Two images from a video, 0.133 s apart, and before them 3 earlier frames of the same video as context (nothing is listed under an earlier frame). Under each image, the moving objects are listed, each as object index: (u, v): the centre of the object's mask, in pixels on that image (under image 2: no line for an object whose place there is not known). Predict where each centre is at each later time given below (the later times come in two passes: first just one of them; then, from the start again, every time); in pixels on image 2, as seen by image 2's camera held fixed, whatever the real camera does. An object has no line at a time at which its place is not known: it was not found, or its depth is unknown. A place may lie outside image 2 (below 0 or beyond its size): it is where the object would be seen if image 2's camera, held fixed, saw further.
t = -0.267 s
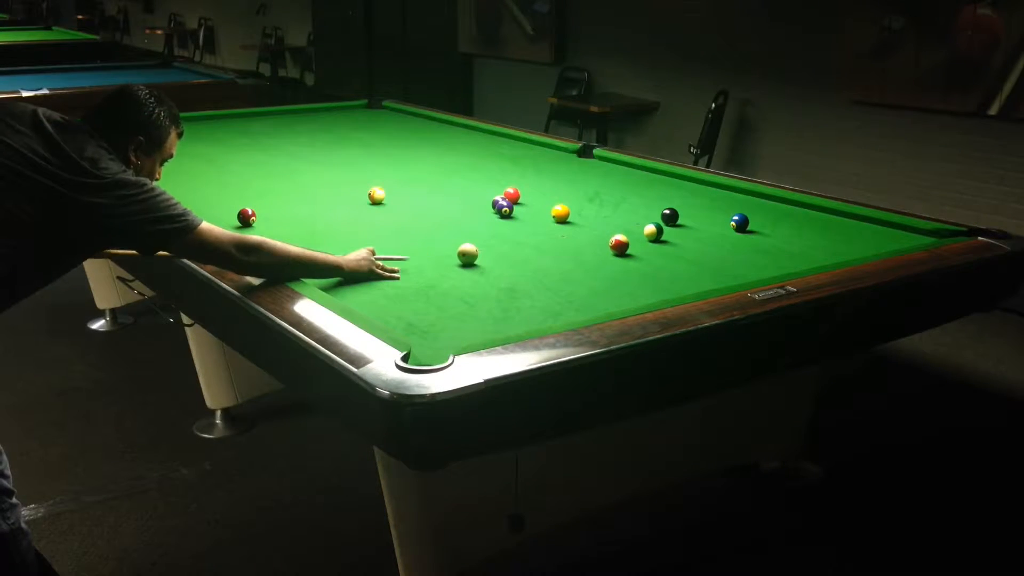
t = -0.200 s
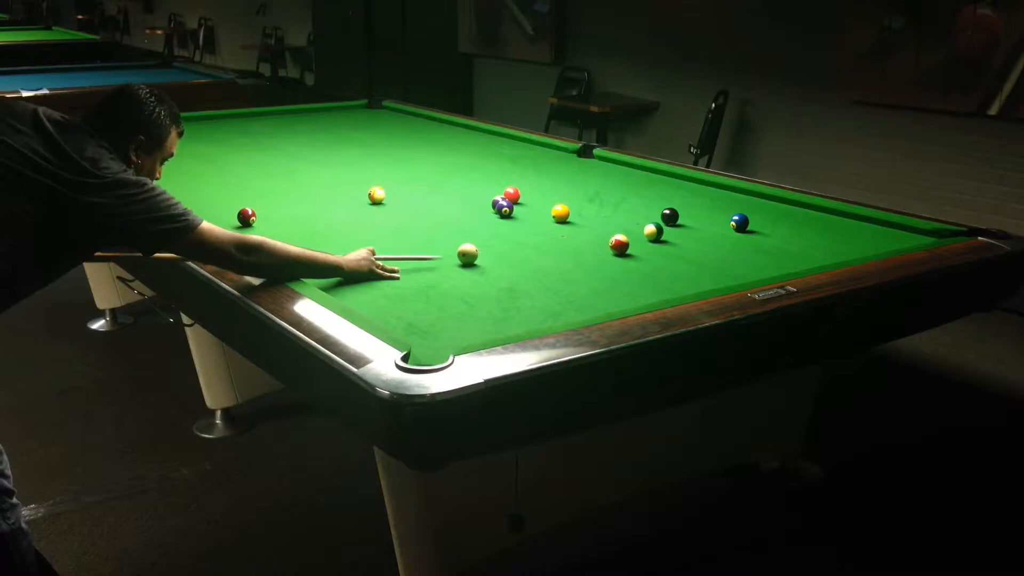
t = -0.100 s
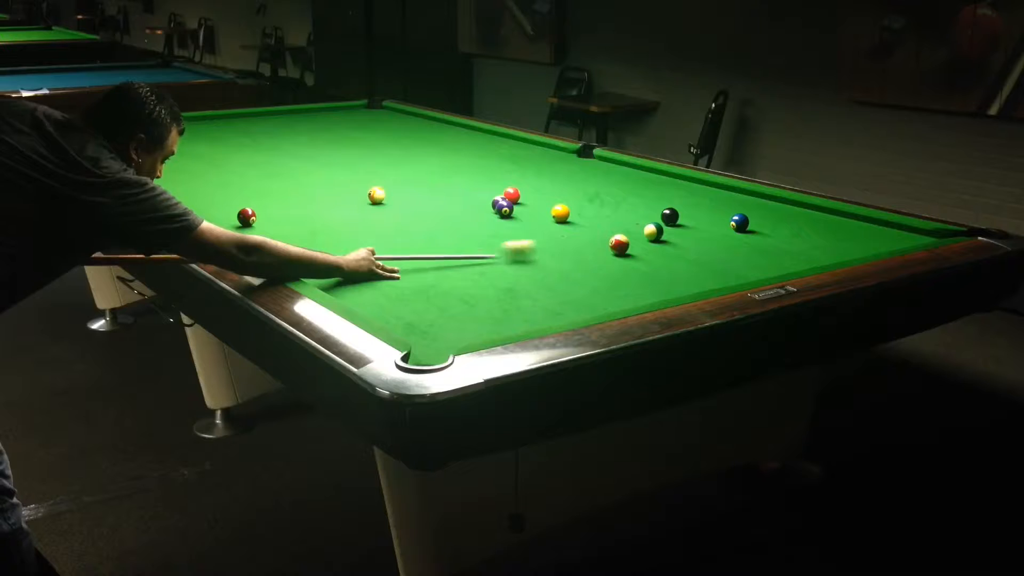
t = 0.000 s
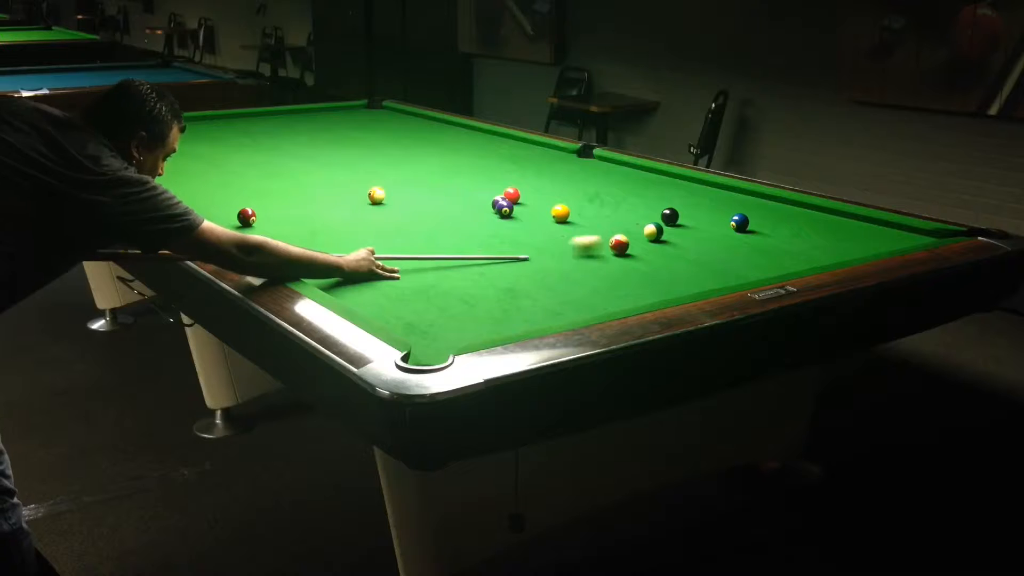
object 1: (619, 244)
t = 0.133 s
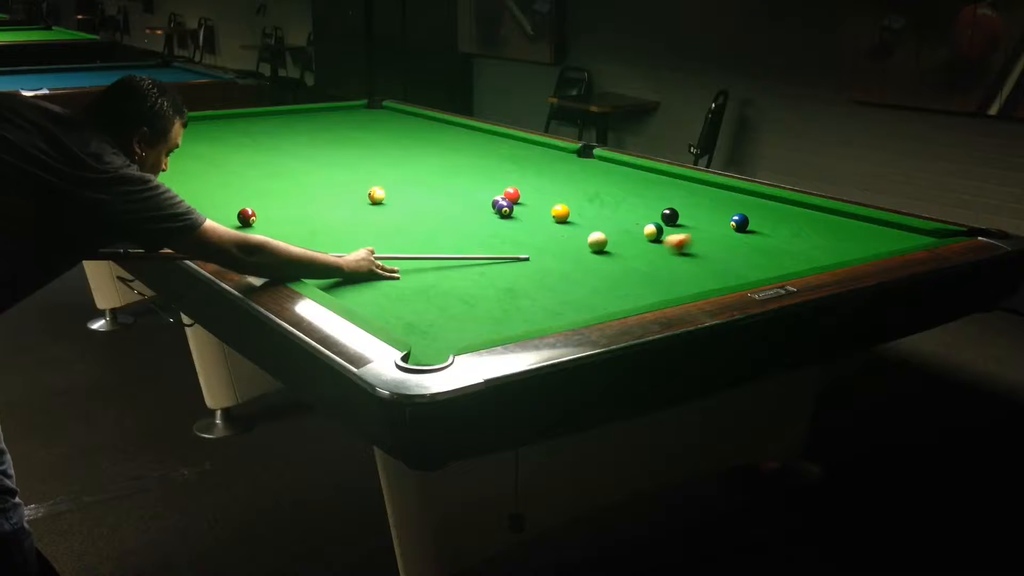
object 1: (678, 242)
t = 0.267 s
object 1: (735, 242)
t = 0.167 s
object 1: (694, 242)
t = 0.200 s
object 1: (708, 242)
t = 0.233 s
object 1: (721, 242)
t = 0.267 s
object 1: (735, 242)
